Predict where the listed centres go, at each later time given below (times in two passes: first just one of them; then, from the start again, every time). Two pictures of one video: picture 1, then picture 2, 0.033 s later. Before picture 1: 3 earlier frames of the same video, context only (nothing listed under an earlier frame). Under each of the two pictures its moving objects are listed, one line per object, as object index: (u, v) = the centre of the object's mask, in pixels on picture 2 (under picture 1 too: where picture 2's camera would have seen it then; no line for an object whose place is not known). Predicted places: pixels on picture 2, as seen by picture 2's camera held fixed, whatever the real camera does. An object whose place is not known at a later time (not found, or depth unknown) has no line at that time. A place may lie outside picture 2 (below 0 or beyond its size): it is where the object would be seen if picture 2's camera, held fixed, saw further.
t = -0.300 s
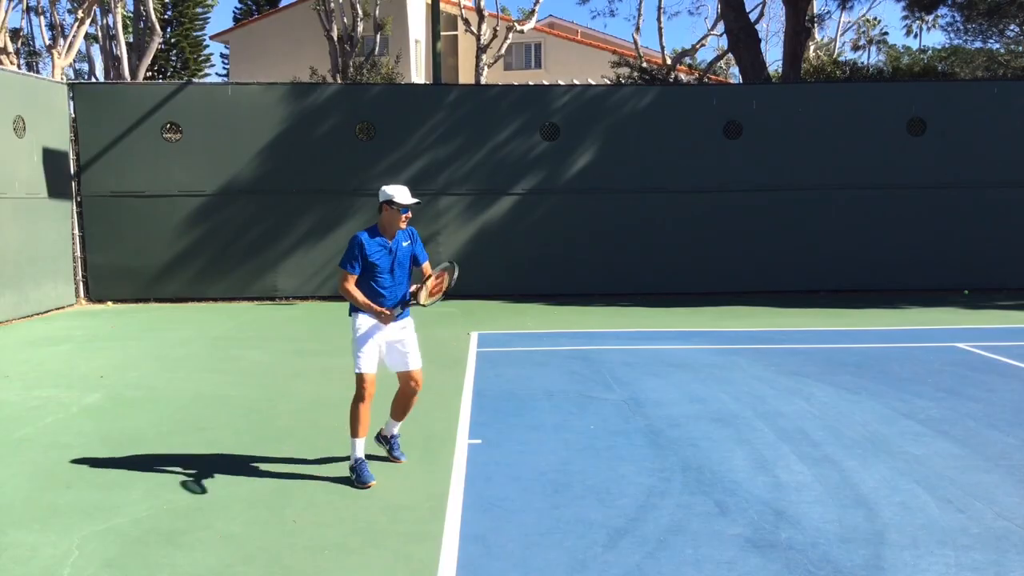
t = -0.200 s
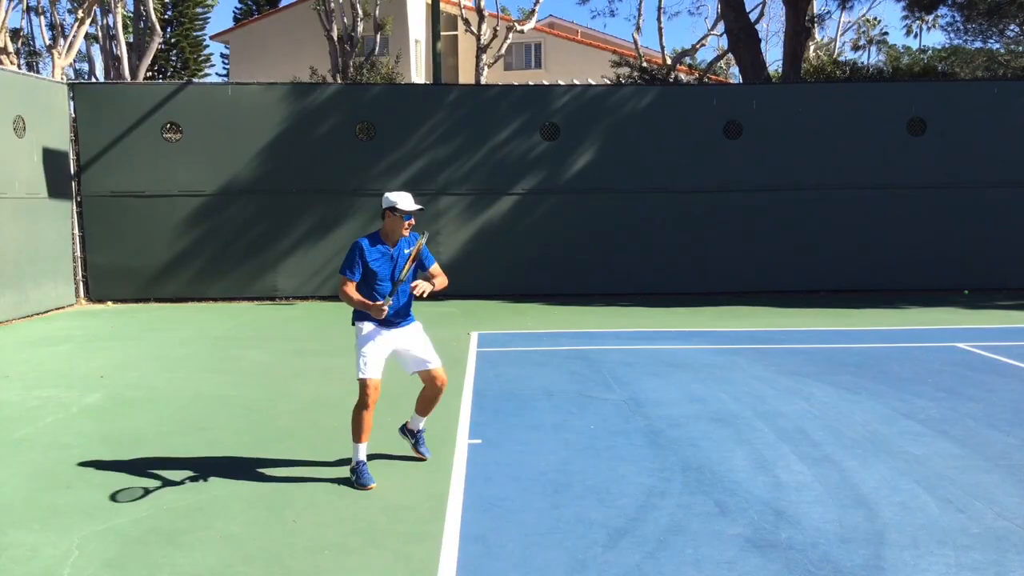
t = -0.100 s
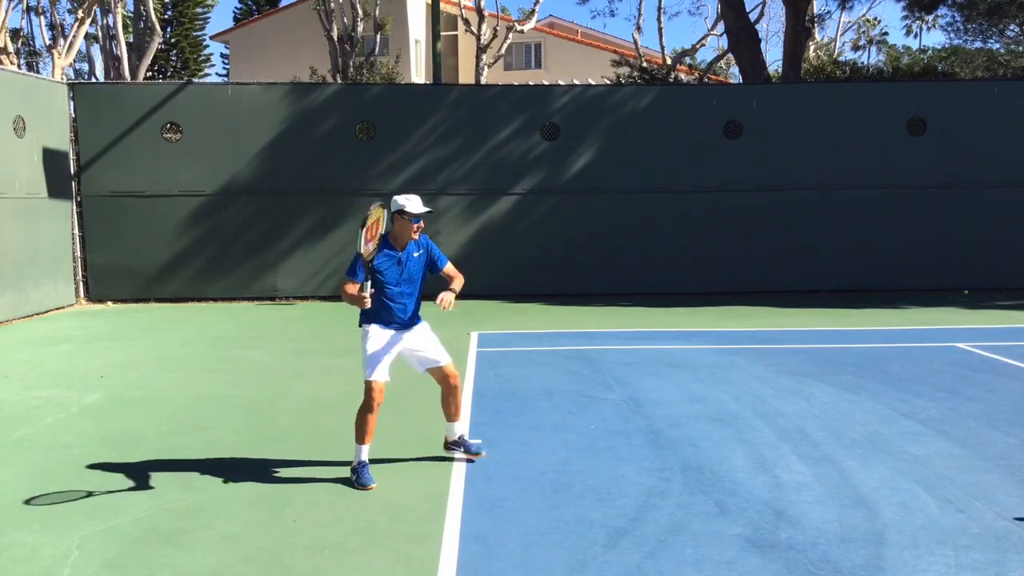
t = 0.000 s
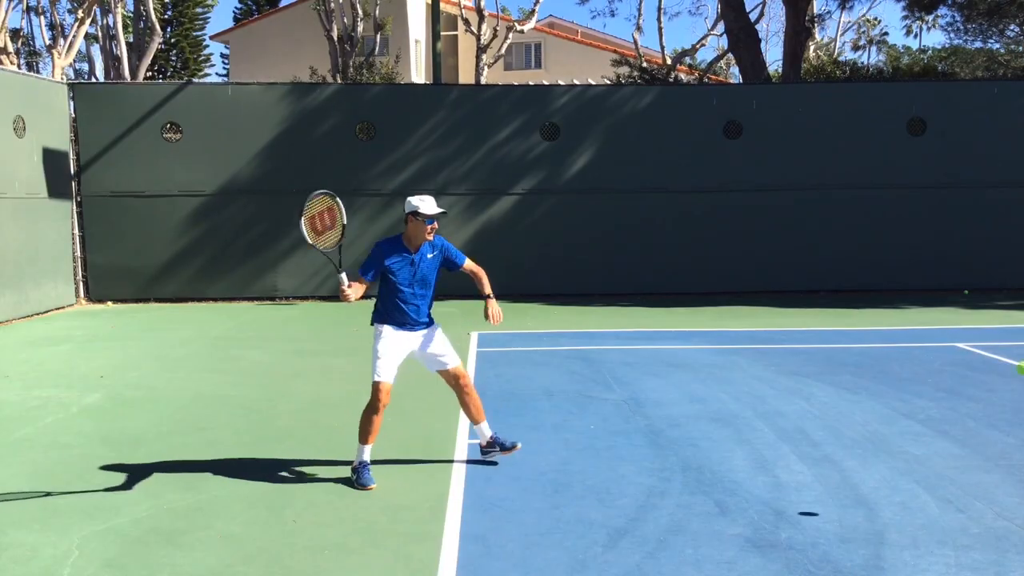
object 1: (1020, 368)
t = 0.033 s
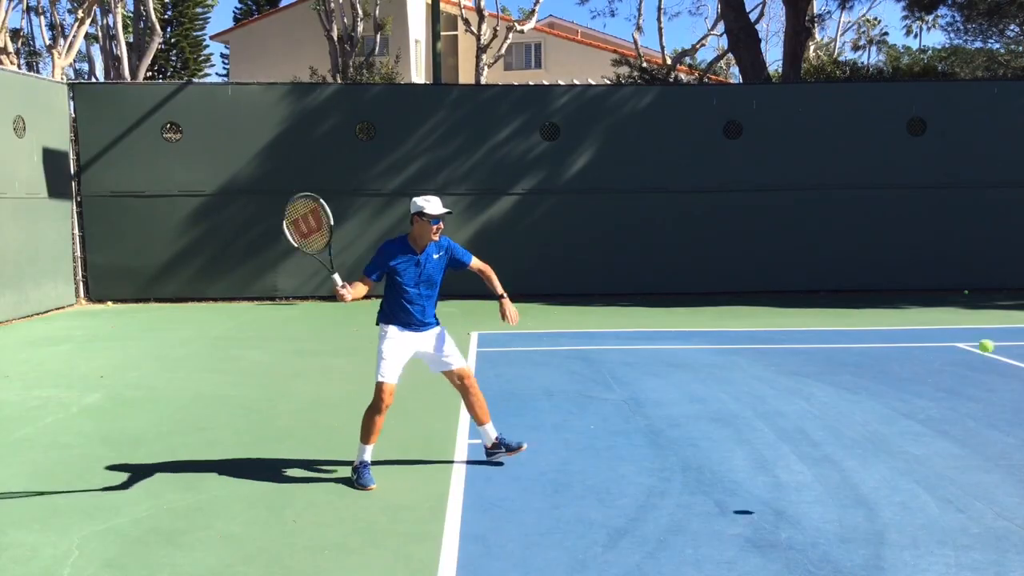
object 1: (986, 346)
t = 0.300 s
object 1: (672, 249)
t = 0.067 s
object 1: (947, 326)
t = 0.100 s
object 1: (908, 308)
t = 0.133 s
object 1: (869, 293)
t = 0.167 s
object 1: (830, 280)
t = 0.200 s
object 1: (790, 269)
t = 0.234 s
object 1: (751, 260)
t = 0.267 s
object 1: (711, 253)
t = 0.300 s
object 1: (672, 249)
